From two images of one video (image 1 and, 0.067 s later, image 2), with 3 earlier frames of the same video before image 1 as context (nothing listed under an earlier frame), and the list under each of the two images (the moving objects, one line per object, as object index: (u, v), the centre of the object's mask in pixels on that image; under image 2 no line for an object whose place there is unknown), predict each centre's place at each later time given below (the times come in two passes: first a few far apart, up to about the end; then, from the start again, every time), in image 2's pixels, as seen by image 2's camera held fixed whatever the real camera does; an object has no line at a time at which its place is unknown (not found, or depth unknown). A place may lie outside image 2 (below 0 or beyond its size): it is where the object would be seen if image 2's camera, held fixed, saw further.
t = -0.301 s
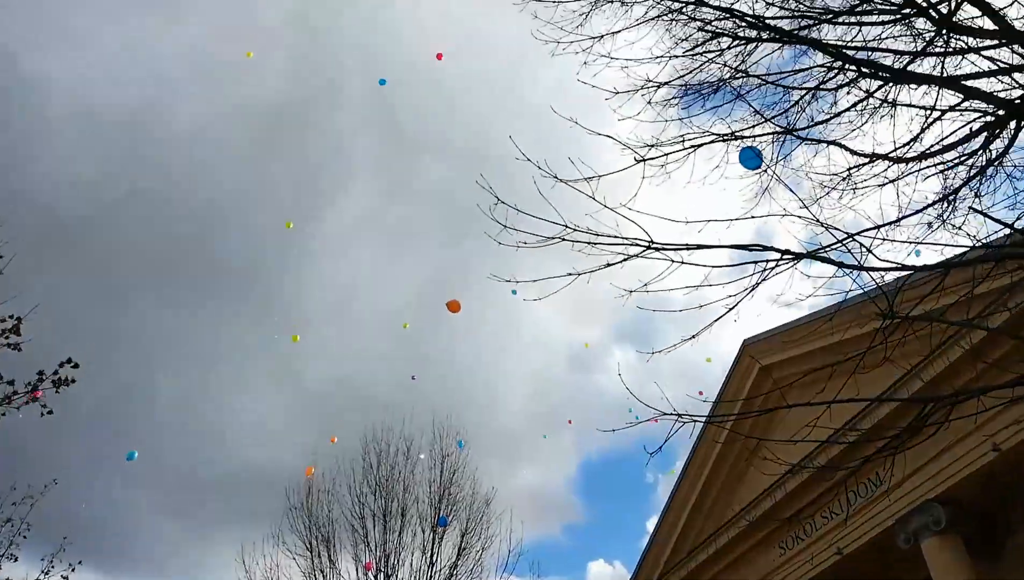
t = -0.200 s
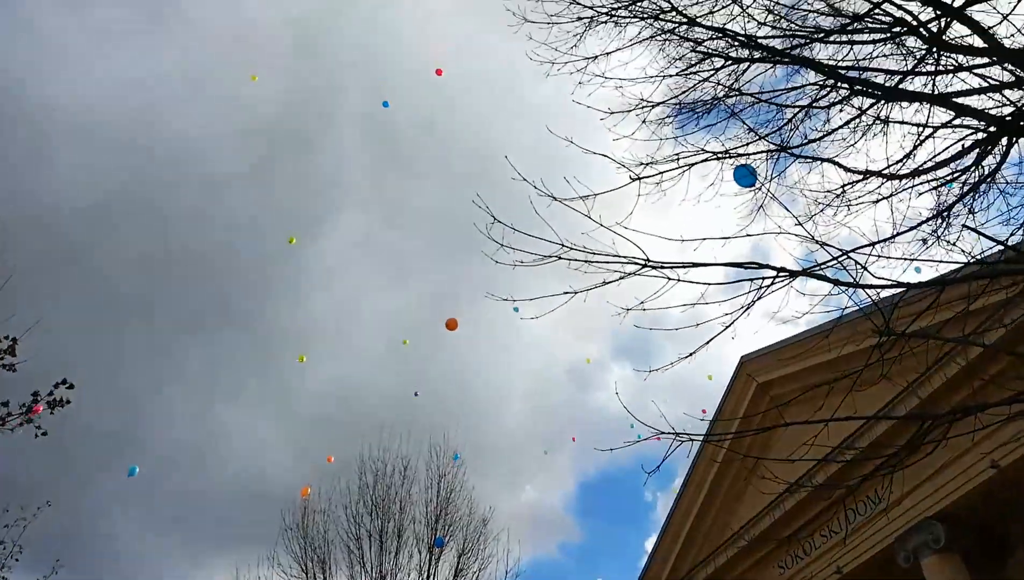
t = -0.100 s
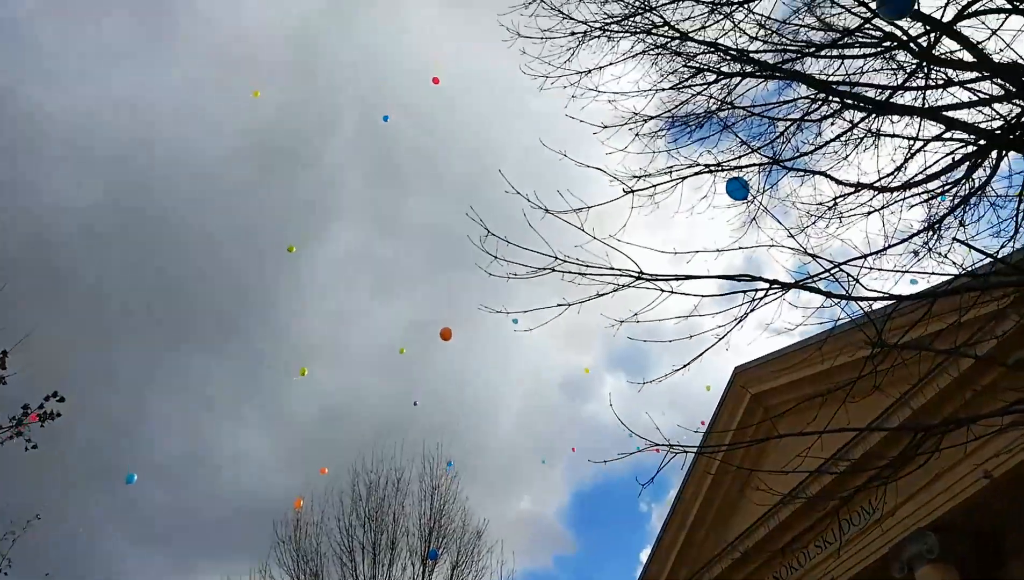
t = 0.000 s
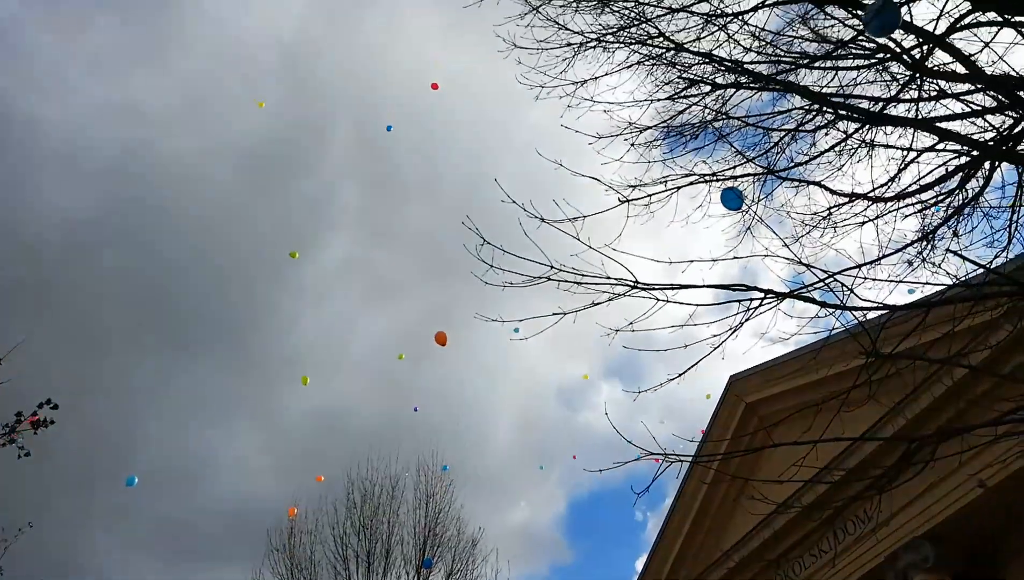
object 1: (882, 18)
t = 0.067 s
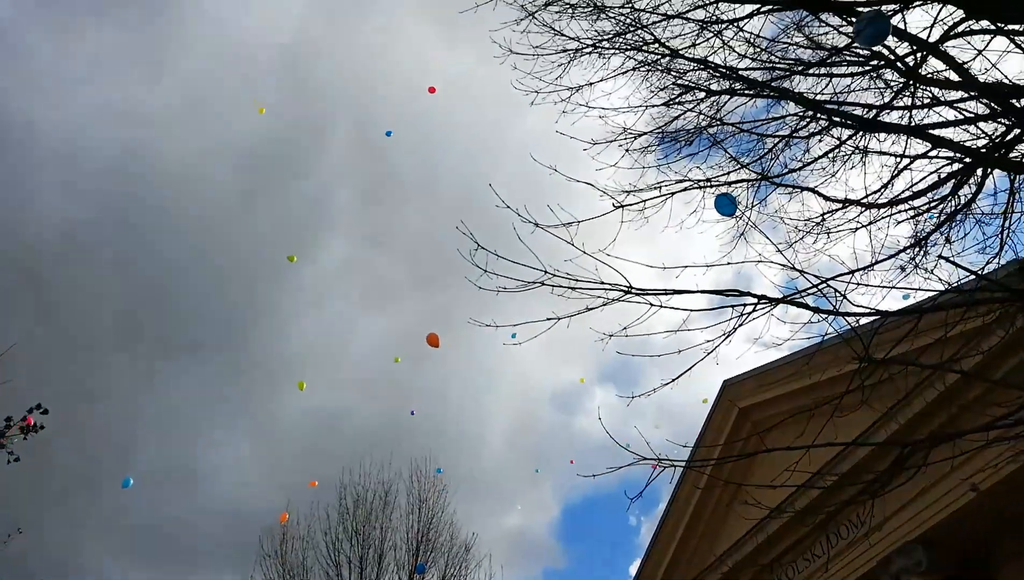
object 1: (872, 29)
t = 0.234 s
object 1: (873, 37)
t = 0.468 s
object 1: (856, 46)
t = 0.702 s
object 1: (867, 38)
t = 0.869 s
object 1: (862, 38)
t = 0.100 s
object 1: (872, 30)
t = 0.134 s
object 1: (873, 32)
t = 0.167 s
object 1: (872, 35)
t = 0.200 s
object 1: (872, 36)
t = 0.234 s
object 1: (873, 37)
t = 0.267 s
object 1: (869, 39)
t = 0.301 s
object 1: (868, 40)
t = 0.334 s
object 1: (868, 41)
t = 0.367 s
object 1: (865, 42)
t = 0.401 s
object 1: (862, 44)
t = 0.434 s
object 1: (860, 45)
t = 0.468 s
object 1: (856, 46)
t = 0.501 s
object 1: (854, 47)
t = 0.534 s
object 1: (854, 46)
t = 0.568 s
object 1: (857, 44)
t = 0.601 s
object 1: (861, 42)
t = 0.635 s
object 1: (861, 41)
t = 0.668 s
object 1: (864, 40)
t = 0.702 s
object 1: (867, 38)
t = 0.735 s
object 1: (866, 36)
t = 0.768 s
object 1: (864, 38)
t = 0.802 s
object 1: (866, 39)
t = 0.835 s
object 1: (865, 38)
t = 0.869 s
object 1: (862, 38)
